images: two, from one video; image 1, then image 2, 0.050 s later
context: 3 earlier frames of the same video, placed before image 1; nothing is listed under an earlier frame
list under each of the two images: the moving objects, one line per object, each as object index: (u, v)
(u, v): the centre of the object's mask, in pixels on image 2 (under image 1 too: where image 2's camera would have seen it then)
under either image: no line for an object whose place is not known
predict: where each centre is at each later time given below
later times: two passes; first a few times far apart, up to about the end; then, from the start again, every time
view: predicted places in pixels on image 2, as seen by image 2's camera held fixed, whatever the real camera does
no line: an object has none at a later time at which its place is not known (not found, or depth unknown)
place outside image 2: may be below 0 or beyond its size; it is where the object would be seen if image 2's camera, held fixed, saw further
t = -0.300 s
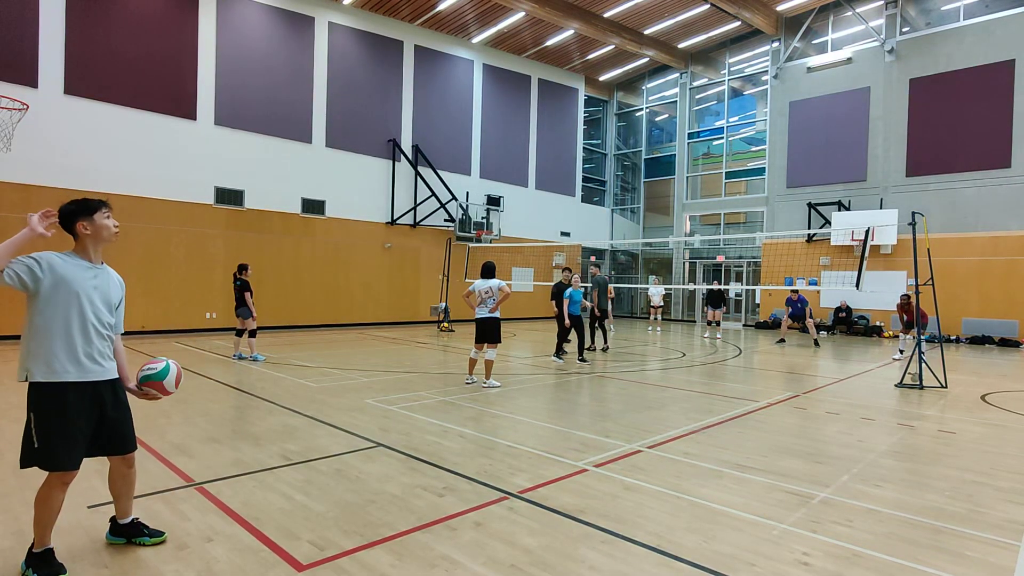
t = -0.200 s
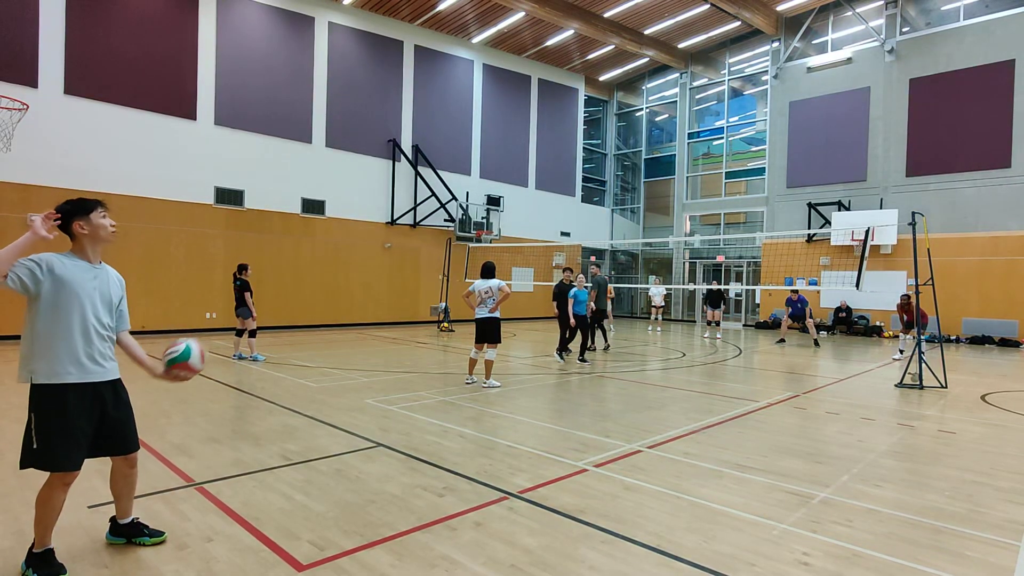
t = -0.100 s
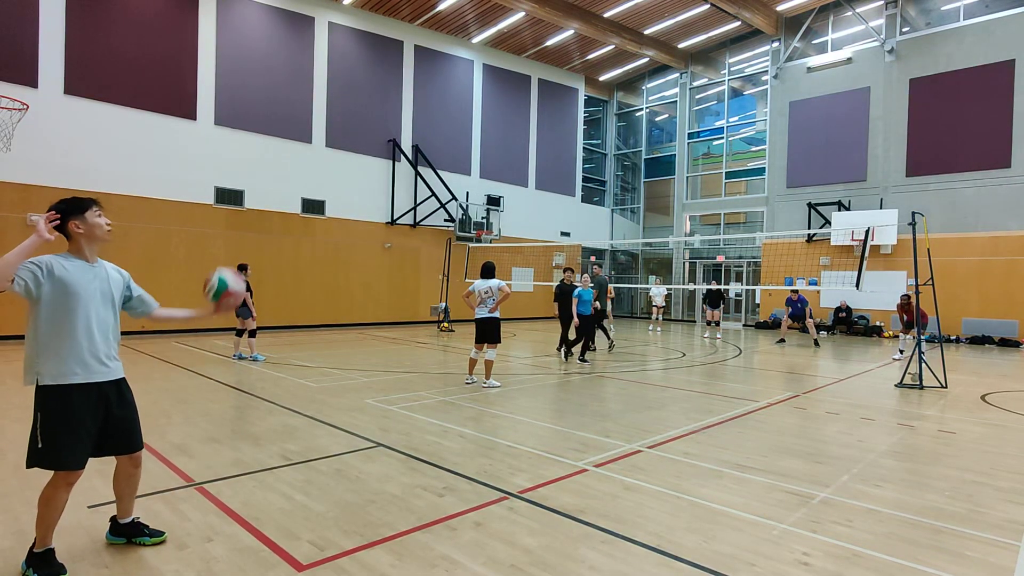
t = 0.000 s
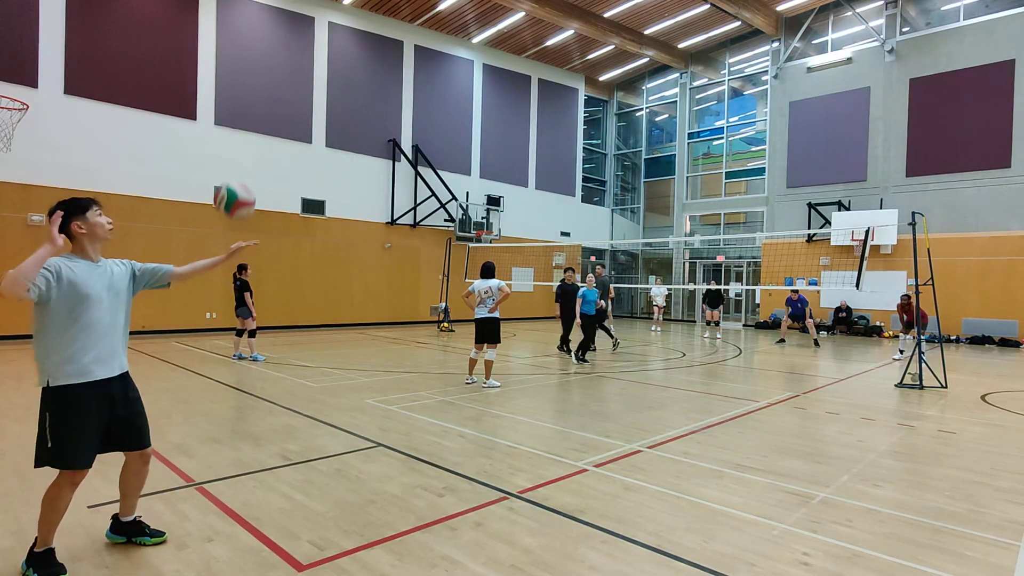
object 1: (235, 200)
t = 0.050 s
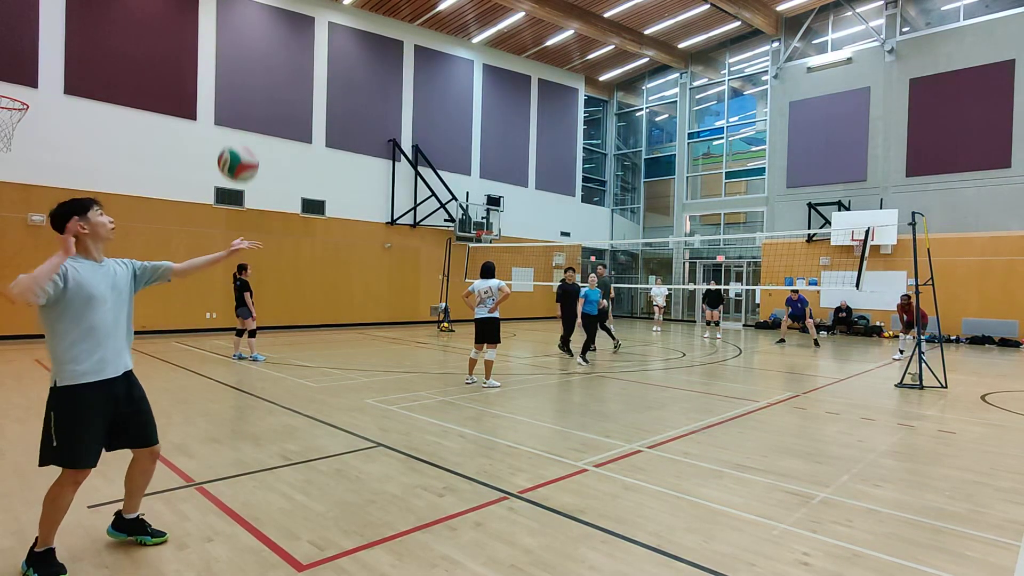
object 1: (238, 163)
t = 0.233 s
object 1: (250, 68)
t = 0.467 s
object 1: (262, 36)
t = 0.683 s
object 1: (272, 88)
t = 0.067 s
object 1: (239, 153)
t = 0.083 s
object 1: (241, 140)
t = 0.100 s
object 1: (242, 130)
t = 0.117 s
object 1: (243, 120)
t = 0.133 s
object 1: (244, 111)
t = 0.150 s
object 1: (245, 103)
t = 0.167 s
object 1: (246, 95)
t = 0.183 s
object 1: (247, 88)
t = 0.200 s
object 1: (248, 80)
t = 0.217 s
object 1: (249, 74)
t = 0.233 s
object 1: (250, 68)
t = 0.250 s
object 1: (251, 62)
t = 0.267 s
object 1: (252, 57)
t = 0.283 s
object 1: (253, 53)
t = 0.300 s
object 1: (254, 49)
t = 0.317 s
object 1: (255, 46)
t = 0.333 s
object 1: (256, 42)
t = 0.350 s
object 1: (257, 40)
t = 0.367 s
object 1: (257, 38)
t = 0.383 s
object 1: (258, 37)
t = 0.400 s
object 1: (259, 36)
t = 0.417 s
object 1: (260, 35)
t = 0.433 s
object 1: (261, 35)
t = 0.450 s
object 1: (261, 35)
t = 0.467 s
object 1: (262, 36)
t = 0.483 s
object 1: (263, 37)
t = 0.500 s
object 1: (264, 39)
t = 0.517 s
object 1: (265, 41)
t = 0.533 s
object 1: (265, 44)
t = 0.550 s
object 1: (266, 47)
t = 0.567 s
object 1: (267, 50)
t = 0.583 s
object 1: (267, 54)
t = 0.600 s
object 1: (268, 59)
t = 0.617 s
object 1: (269, 64)
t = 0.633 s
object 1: (270, 69)
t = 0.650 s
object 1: (270, 75)
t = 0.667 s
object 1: (271, 81)
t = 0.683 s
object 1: (272, 88)
